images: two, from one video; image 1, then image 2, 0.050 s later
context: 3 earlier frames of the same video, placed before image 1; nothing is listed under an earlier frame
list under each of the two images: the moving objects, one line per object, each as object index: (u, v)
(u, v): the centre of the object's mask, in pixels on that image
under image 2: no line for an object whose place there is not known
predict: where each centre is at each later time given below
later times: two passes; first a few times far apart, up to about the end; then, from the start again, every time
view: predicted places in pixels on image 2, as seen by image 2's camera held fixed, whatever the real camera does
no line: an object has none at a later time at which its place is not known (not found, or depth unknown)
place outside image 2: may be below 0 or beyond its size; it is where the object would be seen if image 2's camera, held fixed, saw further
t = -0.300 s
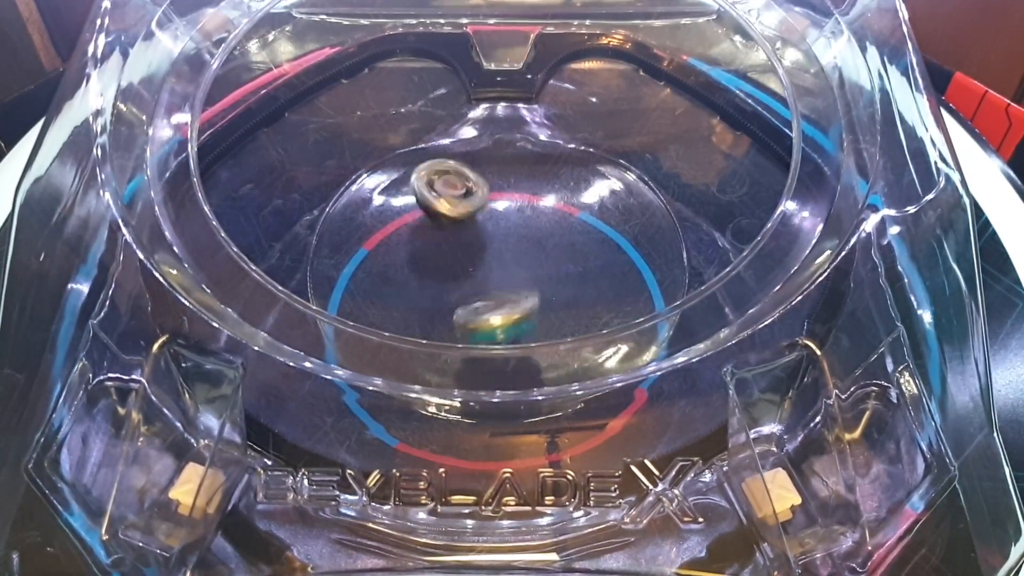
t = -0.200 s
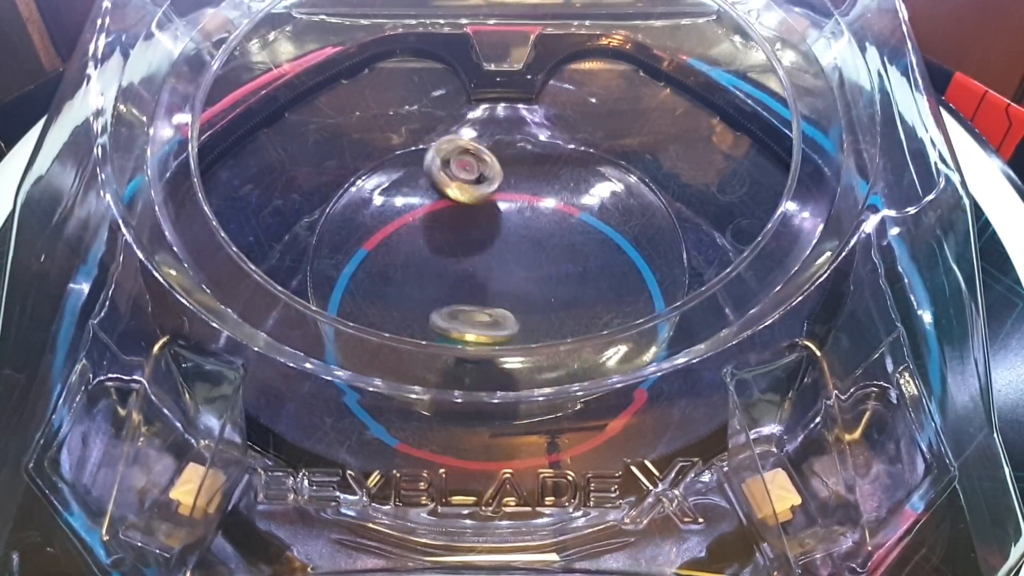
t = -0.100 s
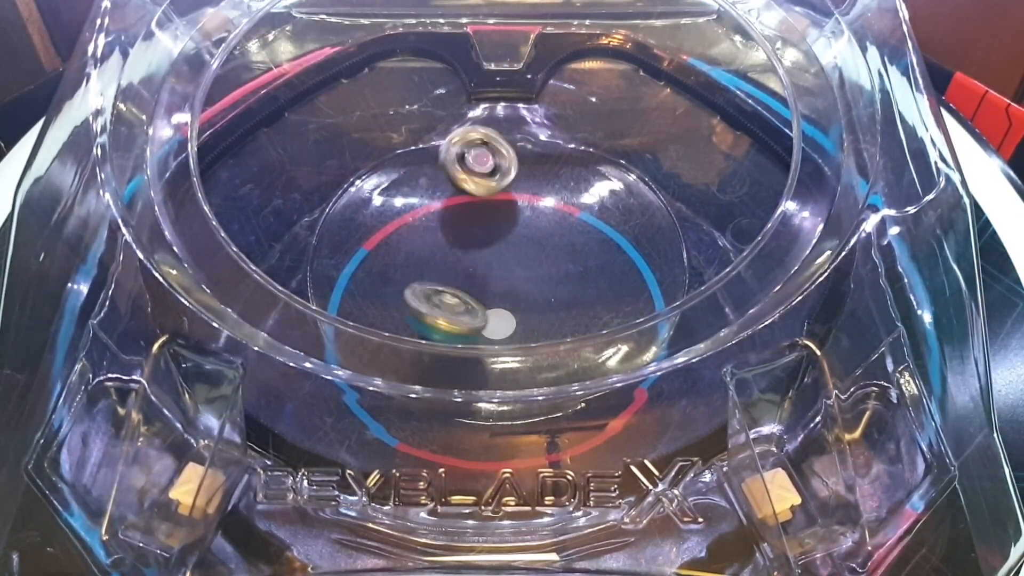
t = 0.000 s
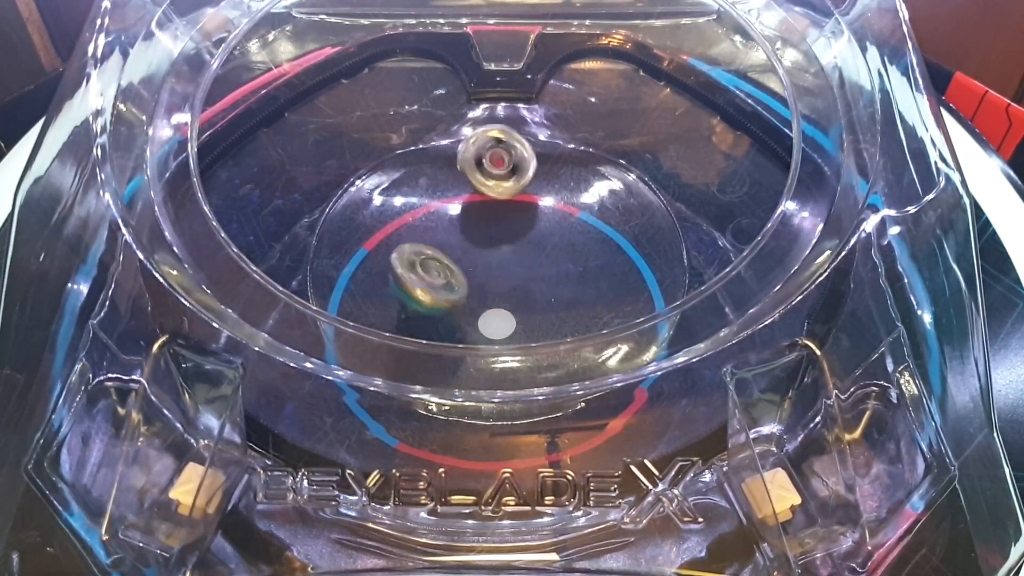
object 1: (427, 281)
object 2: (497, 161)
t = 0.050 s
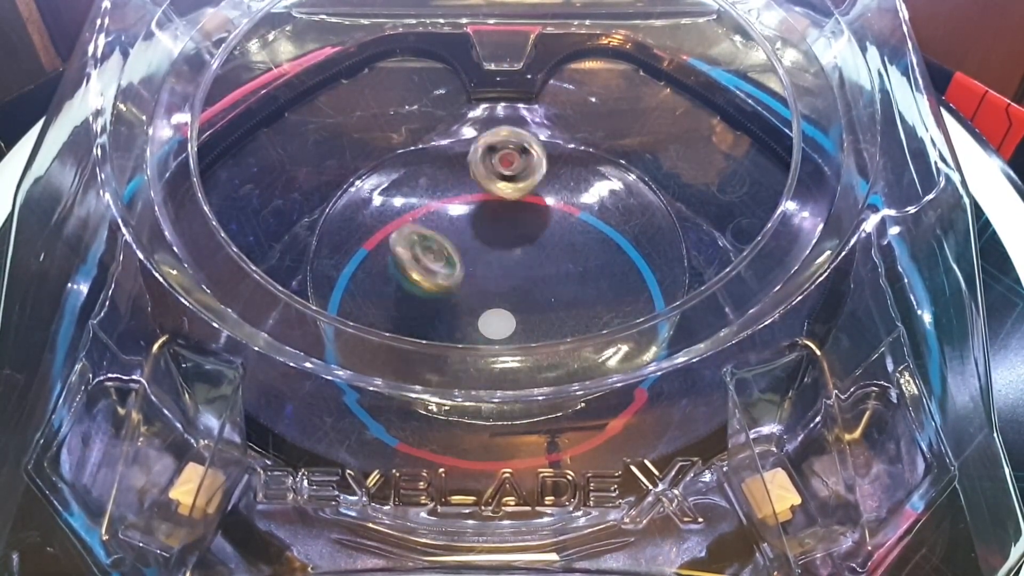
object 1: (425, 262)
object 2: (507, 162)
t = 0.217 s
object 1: (457, 197)
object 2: (551, 174)
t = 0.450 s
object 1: (542, 132)
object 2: (605, 223)
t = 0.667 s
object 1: (576, 114)
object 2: (597, 335)
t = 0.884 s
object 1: (537, 219)
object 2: (488, 336)
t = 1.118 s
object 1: (481, 254)
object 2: (334, 286)
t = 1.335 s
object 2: (376, 229)
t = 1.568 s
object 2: (382, 156)
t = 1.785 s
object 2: (460, 231)
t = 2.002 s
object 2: (508, 303)
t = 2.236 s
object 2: (466, 320)
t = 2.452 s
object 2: (419, 284)
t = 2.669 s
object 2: (417, 232)
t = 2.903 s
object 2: (455, 190)
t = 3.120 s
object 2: (488, 177)
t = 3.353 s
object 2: (528, 172)
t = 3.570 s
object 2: (541, 204)
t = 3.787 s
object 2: (511, 239)
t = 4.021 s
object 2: (490, 222)
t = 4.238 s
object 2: (492, 220)
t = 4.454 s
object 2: (487, 235)
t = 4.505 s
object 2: (486, 237)
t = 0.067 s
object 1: (427, 255)
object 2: (511, 163)
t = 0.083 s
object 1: (429, 247)
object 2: (516, 164)
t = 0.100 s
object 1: (430, 242)
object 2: (520, 165)
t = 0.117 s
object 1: (433, 235)
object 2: (524, 167)
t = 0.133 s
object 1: (435, 229)
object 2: (528, 167)
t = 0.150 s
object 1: (439, 223)
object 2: (532, 169)
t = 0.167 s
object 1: (443, 216)
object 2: (537, 170)
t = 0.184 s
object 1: (447, 210)
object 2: (541, 171)
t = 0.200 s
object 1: (452, 203)
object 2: (546, 172)
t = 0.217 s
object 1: (457, 197)
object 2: (551, 174)
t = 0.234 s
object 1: (463, 193)
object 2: (555, 175)
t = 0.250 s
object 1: (469, 187)
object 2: (559, 177)
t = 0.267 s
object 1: (476, 183)
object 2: (563, 178)
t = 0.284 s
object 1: (482, 177)
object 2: (568, 179)
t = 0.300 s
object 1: (489, 174)
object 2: (572, 181)
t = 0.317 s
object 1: (496, 171)
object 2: (576, 182)
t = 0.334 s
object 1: (502, 166)
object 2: (580, 183)
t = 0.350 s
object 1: (509, 164)
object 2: (583, 185)
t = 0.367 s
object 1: (516, 161)
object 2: (586, 186)
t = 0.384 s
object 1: (522, 159)
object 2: (589, 188)
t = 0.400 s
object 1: (529, 157)
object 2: (591, 189)
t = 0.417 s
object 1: (535, 153)
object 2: (595, 197)
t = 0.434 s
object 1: (538, 142)
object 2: (601, 209)
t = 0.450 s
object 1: (542, 132)
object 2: (605, 223)
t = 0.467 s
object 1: (544, 125)
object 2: (609, 235)
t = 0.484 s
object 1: (547, 121)
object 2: (611, 248)
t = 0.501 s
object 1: (550, 118)
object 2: (612, 258)
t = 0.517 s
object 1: (552, 111)
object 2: (612, 268)
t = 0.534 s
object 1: (555, 106)
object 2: (613, 277)
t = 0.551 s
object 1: (557, 106)
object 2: (612, 287)
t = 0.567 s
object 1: (560, 106)
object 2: (611, 294)
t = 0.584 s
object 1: (562, 105)
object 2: (609, 300)
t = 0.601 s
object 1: (565, 104)
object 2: (607, 305)
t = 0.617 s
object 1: (568, 105)
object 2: (605, 309)
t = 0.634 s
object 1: (571, 108)
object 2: (604, 321)
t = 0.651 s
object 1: (573, 110)
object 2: (601, 330)
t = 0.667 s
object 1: (576, 114)
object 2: (597, 335)
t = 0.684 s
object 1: (578, 120)
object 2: (595, 344)
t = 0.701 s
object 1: (580, 125)
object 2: (589, 348)
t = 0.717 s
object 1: (580, 130)
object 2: (581, 350)
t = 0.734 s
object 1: (581, 139)
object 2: (573, 351)
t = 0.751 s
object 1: (579, 146)
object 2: (565, 351)
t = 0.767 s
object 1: (577, 153)
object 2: (558, 352)
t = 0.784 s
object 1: (573, 162)
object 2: (550, 353)
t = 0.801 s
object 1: (569, 172)
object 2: (540, 346)
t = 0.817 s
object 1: (564, 181)
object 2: (531, 347)
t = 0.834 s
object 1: (558, 190)
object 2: (519, 343)
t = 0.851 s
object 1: (551, 200)
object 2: (510, 345)
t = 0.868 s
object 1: (545, 209)
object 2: (497, 343)
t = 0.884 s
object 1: (537, 219)
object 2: (488, 336)
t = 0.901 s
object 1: (528, 227)
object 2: (479, 329)
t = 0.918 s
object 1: (520, 236)
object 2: (470, 326)
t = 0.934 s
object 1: (512, 244)
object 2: (459, 323)
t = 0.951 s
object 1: (502, 251)
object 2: (451, 318)
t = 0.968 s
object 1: (493, 257)
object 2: (443, 314)
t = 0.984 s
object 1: (483, 263)
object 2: (434, 310)
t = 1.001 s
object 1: (474, 268)
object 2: (428, 305)
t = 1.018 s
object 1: (475, 266)
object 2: (407, 309)
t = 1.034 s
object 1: (477, 265)
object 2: (392, 303)
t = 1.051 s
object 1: (478, 263)
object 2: (378, 298)
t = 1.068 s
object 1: (478, 260)
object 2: (361, 295)
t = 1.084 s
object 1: (479, 258)
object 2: (349, 294)
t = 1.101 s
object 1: (480, 258)
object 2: (339, 290)
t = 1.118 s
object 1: (481, 254)
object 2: (334, 286)
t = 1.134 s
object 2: (329, 283)
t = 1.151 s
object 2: (326, 279)
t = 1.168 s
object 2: (324, 274)
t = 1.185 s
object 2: (322, 269)
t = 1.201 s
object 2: (322, 264)
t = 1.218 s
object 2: (324, 258)
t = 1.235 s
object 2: (327, 253)
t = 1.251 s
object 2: (332, 249)
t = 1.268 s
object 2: (340, 245)
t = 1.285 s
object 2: (349, 240)
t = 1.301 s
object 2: (357, 237)
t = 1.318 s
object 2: (367, 233)
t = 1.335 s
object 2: (376, 229)
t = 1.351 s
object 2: (385, 225)
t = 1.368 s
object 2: (395, 223)
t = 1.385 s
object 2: (398, 217)
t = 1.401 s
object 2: (390, 209)
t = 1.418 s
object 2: (382, 200)
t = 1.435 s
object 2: (378, 187)
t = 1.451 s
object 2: (373, 174)
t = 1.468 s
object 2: (370, 167)
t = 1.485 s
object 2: (368, 162)
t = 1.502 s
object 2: (367, 159)
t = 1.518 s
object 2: (369, 156)
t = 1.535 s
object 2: (373, 153)
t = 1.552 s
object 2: (377, 154)
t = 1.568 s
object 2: (382, 156)
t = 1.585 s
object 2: (386, 157)
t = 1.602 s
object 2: (391, 159)
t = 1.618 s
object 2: (398, 164)
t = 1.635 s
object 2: (404, 169)
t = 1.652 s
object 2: (410, 175)
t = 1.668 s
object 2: (417, 181)
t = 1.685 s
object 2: (423, 187)
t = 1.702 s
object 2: (430, 195)
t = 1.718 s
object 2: (436, 202)
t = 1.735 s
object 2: (441, 209)
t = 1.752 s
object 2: (448, 218)
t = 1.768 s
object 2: (455, 224)
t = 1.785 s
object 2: (460, 231)
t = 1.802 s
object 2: (466, 238)
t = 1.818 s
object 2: (472, 245)
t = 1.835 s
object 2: (477, 251)
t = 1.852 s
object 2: (481, 258)
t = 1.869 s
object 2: (487, 264)
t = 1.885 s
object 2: (491, 269)
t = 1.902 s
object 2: (495, 277)
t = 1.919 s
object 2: (499, 282)
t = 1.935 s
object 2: (501, 285)
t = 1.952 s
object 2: (504, 290)
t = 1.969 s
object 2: (505, 295)
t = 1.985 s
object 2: (507, 300)
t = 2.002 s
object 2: (508, 303)
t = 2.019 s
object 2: (507, 304)
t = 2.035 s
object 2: (506, 308)
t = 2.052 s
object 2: (505, 310)
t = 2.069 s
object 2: (502, 312)
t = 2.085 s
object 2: (499, 314)
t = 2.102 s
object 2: (496, 314)
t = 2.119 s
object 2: (493, 316)
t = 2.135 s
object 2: (488, 317)
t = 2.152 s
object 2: (484, 319)
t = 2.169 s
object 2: (479, 318)
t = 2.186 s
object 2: (474, 319)
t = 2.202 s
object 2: (471, 319)
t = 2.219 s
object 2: (468, 320)
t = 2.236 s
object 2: (466, 320)
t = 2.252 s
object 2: (464, 320)
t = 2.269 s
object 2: (460, 319)
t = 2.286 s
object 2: (457, 317)
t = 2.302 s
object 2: (456, 317)
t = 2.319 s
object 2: (455, 316)
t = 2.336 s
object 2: (453, 313)
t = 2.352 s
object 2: (453, 311)
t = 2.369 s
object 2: (450, 308)
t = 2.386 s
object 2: (446, 305)
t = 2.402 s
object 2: (438, 300)
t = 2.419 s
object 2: (430, 294)
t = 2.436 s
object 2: (424, 291)
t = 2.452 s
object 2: (419, 284)
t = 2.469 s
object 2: (415, 280)
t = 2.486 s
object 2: (412, 275)
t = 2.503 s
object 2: (409, 271)
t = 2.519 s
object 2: (407, 266)
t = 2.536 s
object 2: (406, 262)
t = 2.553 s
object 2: (406, 258)
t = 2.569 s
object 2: (405, 253)
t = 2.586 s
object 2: (406, 250)
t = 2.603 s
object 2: (407, 246)
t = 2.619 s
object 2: (409, 242)
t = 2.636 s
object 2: (411, 239)
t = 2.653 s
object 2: (414, 235)
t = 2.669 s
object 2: (417, 232)
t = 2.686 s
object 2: (421, 228)
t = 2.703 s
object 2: (424, 225)
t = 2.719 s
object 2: (422, 222)
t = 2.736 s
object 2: (422, 220)
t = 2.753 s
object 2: (423, 216)
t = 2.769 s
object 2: (426, 213)
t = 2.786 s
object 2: (429, 210)
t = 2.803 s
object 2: (432, 207)
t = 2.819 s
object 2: (436, 204)
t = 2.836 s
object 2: (439, 201)
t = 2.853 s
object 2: (443, 198)
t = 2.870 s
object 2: (447, 196)
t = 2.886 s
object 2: (452, 193)
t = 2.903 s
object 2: (455, 190)
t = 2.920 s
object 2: (457, 188)
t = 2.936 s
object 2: (459, 184)
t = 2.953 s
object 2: (462, 181)
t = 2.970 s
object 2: (464, 179)
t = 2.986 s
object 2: (466, 178)
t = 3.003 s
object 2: (468, 176)
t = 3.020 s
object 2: (471, 176)
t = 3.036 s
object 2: (473, 175)
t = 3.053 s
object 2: (476, 174)
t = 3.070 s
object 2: (479, 174)
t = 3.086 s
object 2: (482, 175)
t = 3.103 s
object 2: (485, 175)
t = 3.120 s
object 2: (488, 177)
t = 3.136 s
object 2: (491, 177)
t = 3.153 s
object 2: (494, 179)
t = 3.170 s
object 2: (498, 180)
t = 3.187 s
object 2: (501, 183)
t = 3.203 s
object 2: (506, 185)
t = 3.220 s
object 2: (509, 187)
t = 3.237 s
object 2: (513, 183)
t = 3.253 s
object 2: (516, 179)
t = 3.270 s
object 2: (519, 177)
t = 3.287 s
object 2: (522, 175)
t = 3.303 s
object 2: (524, 174)
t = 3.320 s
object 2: (525, 173)
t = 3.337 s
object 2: (527, 173)
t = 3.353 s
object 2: (528, 172)
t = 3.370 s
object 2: (529, 172)
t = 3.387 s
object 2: (532, 173)
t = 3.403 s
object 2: (534, 174)
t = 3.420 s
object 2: (536, 176)
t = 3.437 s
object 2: (537, 178)
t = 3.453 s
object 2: (538, 181)
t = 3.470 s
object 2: (539, 183)
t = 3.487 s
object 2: (540, 186)
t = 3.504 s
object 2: (540, 189)
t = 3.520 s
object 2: (541, 191)
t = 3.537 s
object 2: (541, 195)
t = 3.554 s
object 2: (541, 199)
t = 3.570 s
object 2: (541, 204)
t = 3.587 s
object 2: (541, 208)
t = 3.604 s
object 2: (539, 213)
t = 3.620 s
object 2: (539, 218)
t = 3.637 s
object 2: (537, 221)
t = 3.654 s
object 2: (534, 225)
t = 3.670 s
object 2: (532, 228)
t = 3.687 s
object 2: (527, 232)
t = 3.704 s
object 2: (523, 234)
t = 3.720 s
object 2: (519, 237)
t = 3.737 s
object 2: (517, 237)
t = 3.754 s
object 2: (514, 239)
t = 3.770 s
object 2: (511, 238)
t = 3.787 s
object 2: (511, 239)
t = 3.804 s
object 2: (509, 238)
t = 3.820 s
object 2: (509, 234)
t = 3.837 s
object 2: (505, 231)
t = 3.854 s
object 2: (502, 229)
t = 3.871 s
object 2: (501, 229)
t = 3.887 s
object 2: (496, 232)
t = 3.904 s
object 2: (497, 227)
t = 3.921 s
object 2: (495, 227)
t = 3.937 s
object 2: (492, 225)
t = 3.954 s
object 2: (493, 226)
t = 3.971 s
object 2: (491, 223)
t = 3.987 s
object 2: (488, 223)
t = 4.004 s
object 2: (489, 222)
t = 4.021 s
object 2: (490, 222)
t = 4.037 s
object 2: (489, 224)
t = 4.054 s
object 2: (490, 222)
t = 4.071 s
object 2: (491, 222)
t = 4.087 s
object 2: (491, 222)
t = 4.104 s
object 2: (491, 225)
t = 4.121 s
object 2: (491, 227)
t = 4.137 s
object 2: (491, 227)
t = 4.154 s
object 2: (491, 226)
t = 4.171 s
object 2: (491, 224)
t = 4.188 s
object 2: (491, 223)
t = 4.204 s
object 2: (491, 220)
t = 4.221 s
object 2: (492, 219)
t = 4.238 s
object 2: (492, 220)
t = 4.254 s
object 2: (493, 218)
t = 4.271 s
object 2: (495, 217)
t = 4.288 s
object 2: (495, 219)
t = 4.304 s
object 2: (493, 217)
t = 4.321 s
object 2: (493, 222)
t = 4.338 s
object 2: (494, 223)
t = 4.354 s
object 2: (494, 225)
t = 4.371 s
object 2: (494, 226)
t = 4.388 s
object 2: (493, 230)
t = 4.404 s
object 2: (492, 231)
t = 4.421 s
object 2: (490, 233)
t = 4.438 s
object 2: (488, 234)
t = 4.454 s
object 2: (487, 235)
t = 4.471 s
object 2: (486, 236)
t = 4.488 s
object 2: (485, 237)
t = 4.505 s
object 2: (486, 237)
